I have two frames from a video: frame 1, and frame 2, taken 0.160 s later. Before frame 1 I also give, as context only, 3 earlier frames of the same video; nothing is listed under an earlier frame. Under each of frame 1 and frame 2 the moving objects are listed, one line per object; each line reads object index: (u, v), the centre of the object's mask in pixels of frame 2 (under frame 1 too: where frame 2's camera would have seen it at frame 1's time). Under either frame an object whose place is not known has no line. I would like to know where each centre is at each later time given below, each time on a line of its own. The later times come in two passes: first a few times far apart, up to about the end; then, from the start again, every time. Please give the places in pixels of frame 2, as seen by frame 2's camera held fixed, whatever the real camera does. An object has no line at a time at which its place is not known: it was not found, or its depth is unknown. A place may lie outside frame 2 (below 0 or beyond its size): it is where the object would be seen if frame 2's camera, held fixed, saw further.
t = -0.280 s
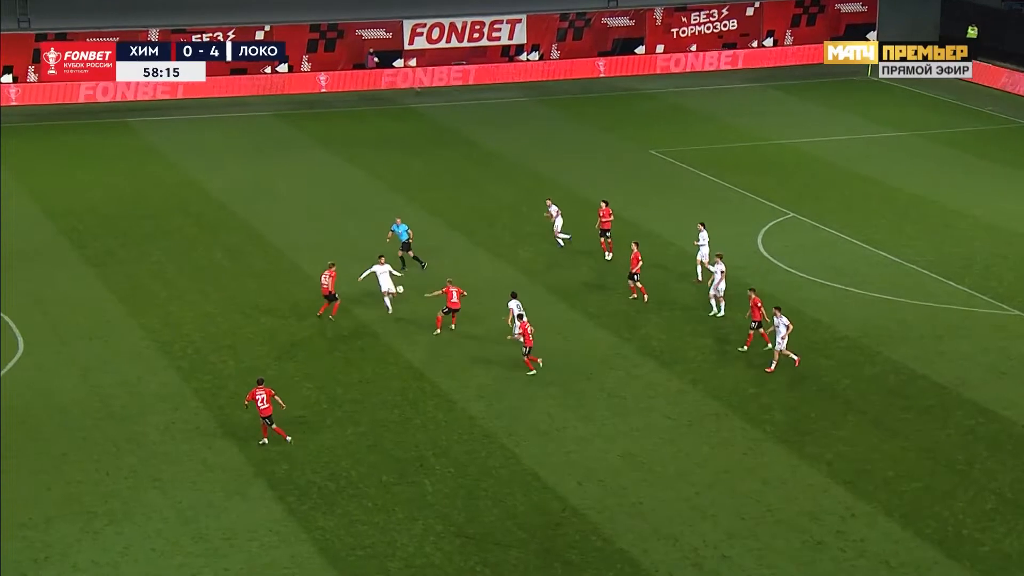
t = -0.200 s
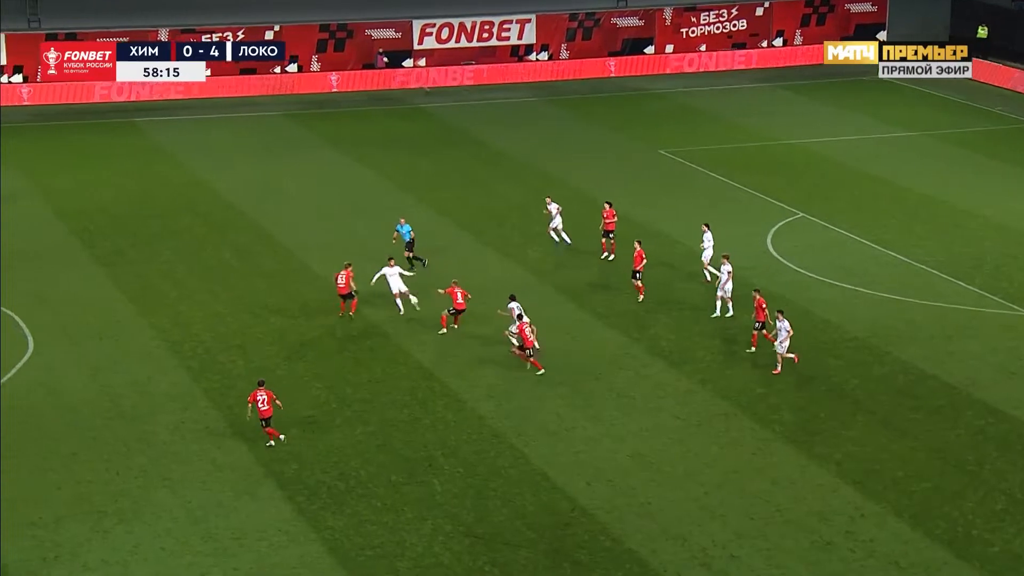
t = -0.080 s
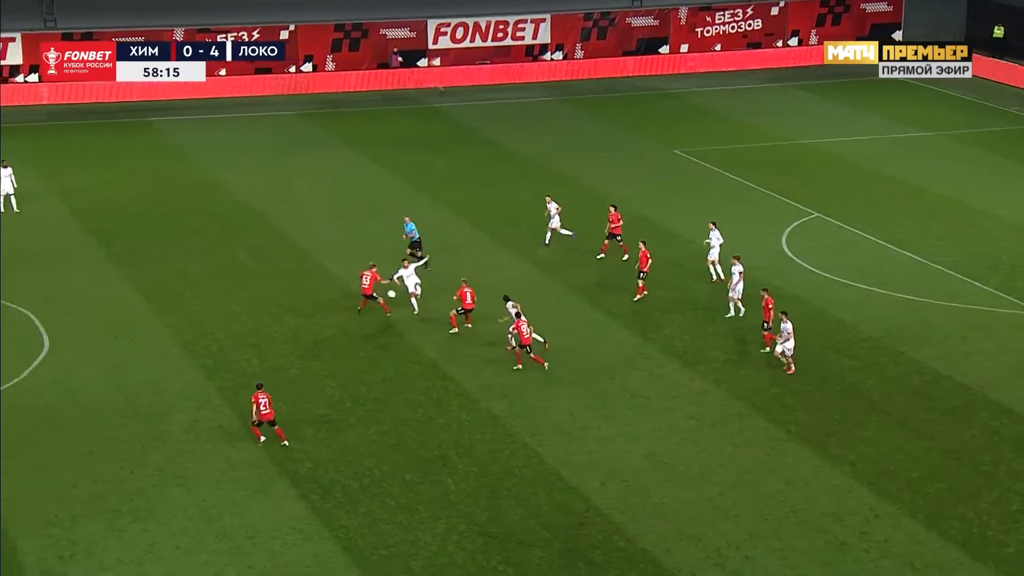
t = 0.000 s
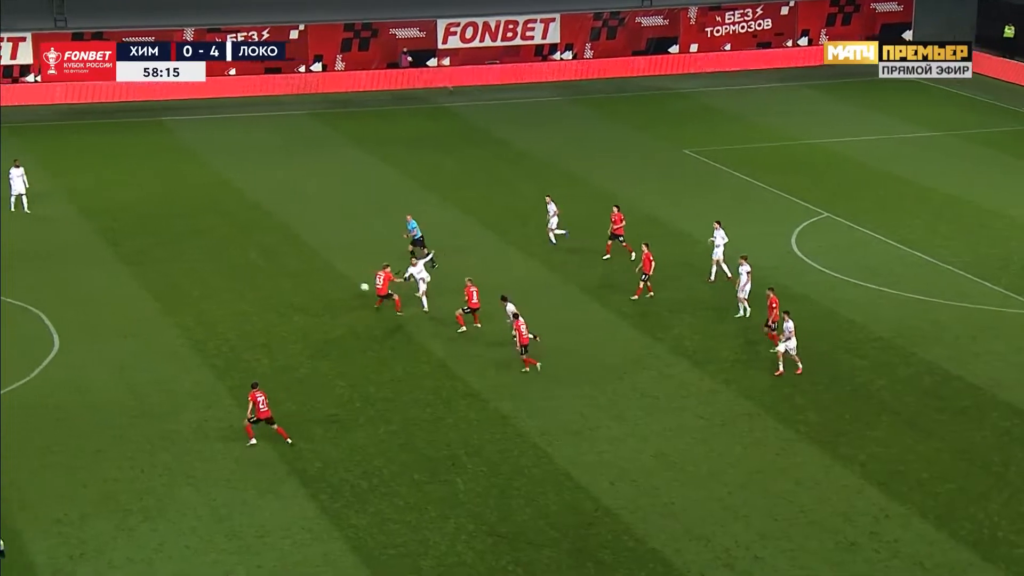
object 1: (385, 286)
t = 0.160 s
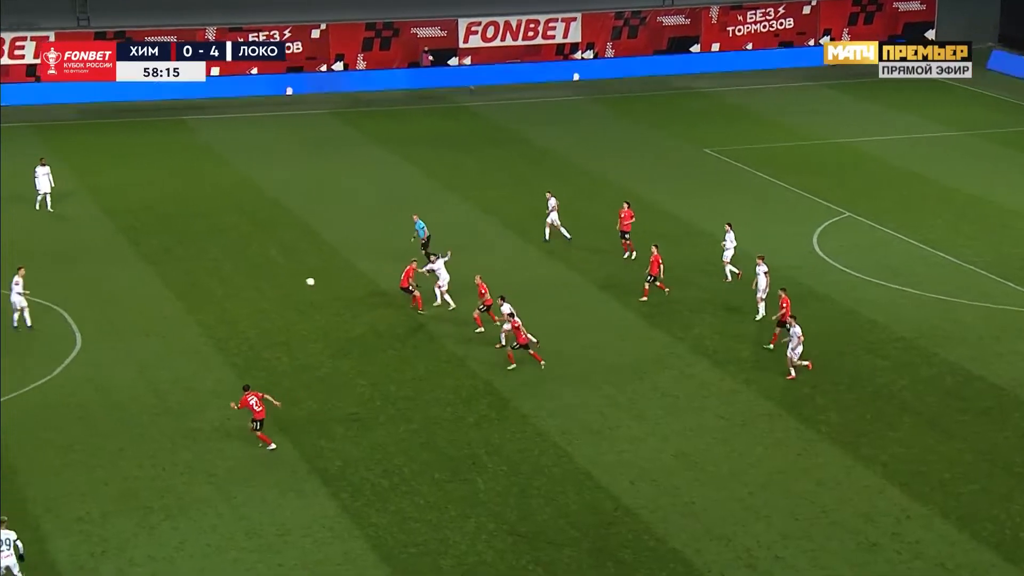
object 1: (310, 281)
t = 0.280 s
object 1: (251, 287)
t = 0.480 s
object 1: (147, 310)
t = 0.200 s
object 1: (291, 282)
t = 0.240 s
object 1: (271, 285)
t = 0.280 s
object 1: (251, 287)
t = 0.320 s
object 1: (231, 290)
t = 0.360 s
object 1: (210, 294)
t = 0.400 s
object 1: (190, 299)
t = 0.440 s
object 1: (169, 304)
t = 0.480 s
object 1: (147, 310)
